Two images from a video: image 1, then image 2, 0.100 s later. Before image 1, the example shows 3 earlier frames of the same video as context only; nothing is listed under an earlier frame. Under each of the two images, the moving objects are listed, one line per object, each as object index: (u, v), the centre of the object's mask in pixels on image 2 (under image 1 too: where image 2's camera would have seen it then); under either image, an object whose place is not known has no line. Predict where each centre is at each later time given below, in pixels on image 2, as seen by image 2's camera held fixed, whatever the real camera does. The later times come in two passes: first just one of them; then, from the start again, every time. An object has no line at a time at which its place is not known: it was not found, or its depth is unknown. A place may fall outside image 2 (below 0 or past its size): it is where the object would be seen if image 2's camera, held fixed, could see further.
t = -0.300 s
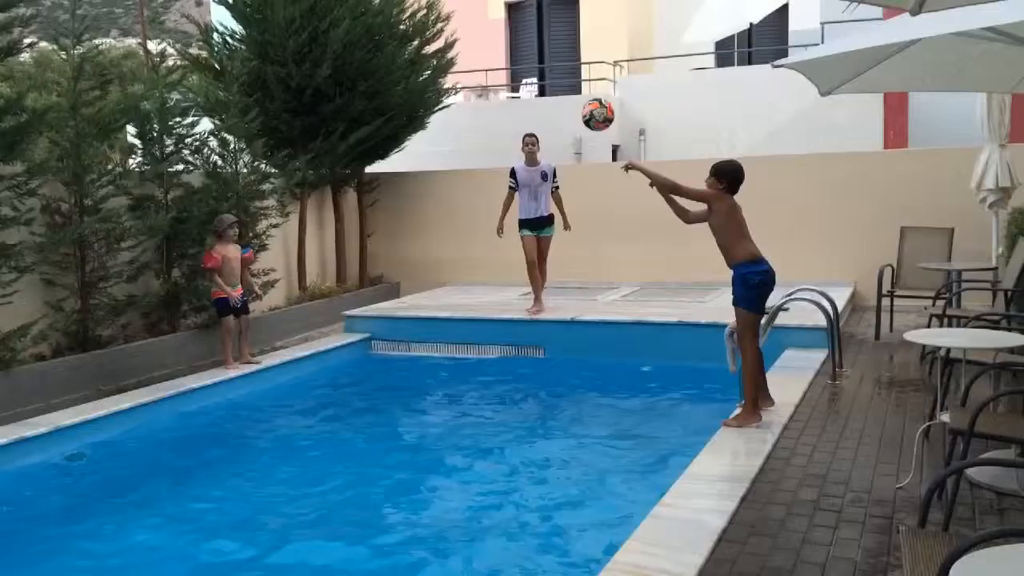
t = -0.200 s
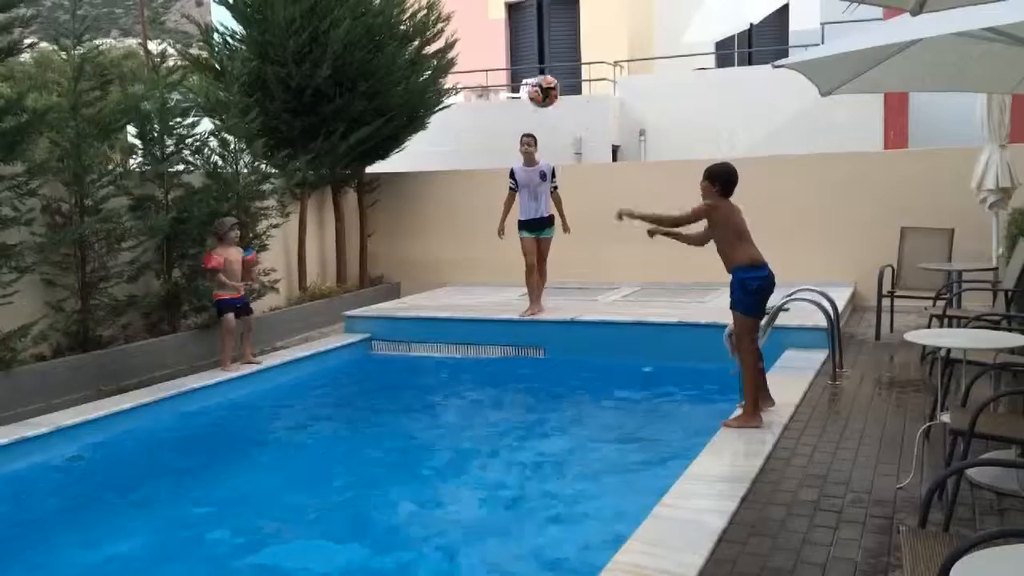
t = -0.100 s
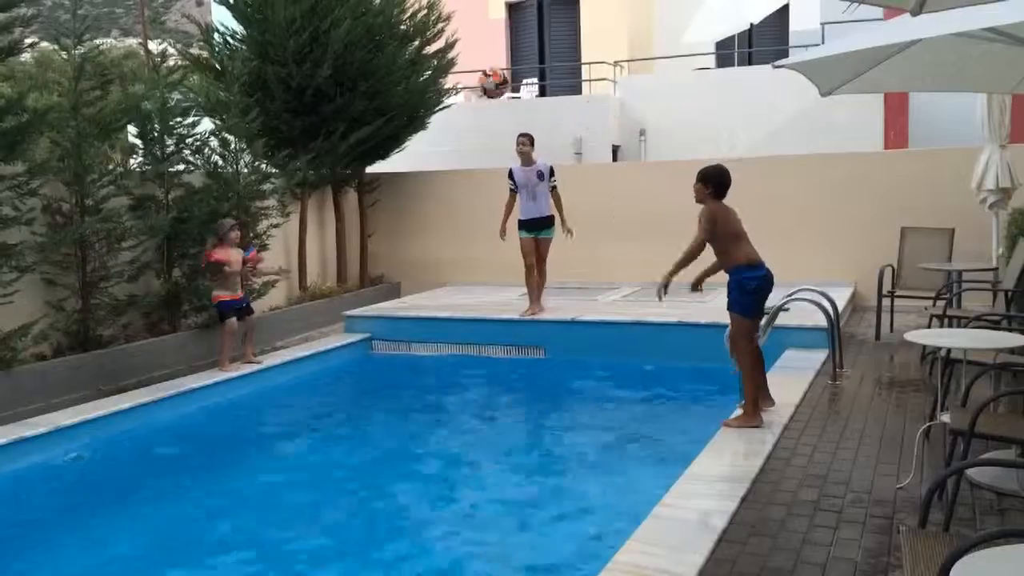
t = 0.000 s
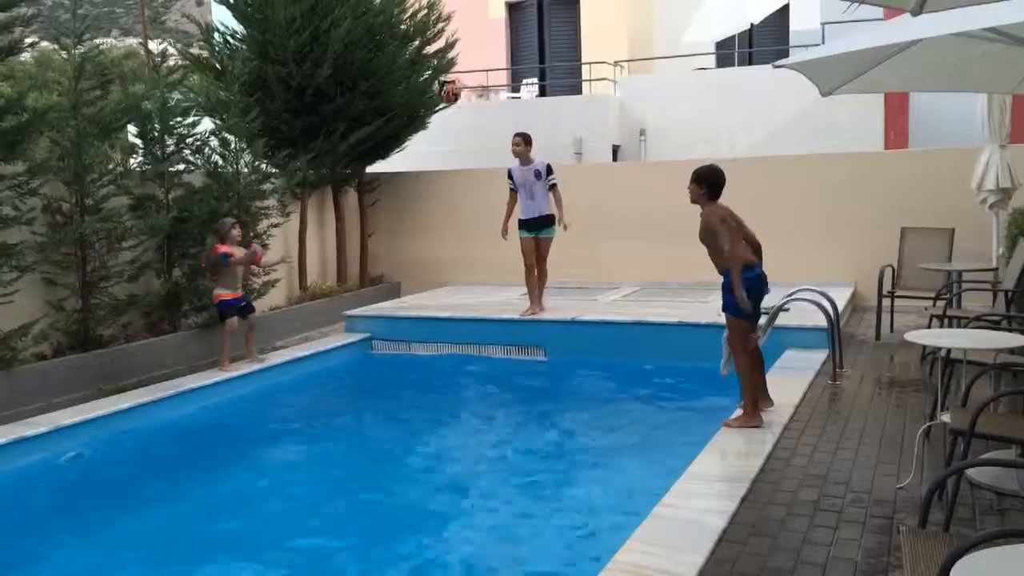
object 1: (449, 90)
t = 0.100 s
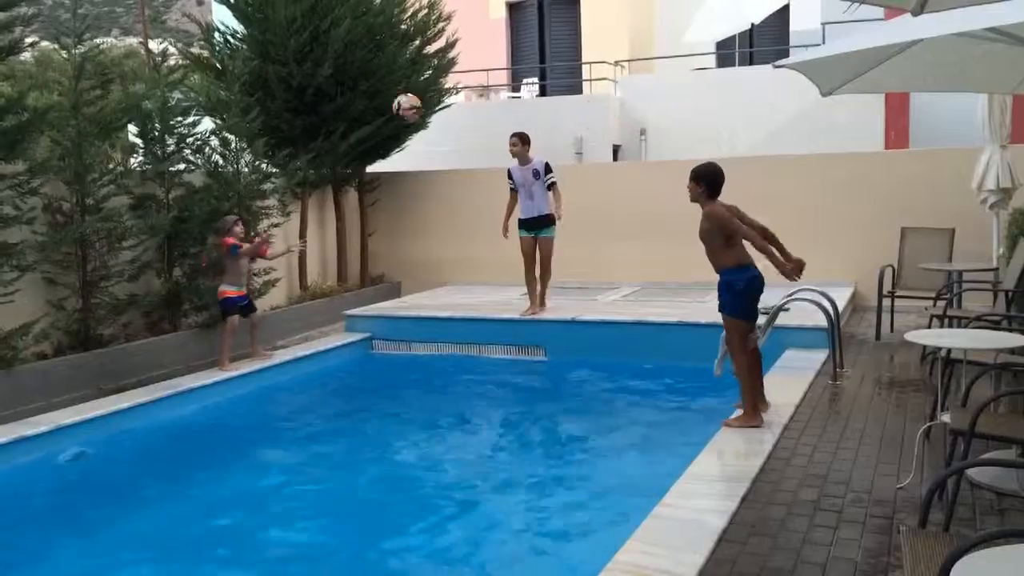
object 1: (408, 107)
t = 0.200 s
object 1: (369, 139)
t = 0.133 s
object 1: (394, 117)
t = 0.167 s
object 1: (381, 128)
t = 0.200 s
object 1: (369, 139)
